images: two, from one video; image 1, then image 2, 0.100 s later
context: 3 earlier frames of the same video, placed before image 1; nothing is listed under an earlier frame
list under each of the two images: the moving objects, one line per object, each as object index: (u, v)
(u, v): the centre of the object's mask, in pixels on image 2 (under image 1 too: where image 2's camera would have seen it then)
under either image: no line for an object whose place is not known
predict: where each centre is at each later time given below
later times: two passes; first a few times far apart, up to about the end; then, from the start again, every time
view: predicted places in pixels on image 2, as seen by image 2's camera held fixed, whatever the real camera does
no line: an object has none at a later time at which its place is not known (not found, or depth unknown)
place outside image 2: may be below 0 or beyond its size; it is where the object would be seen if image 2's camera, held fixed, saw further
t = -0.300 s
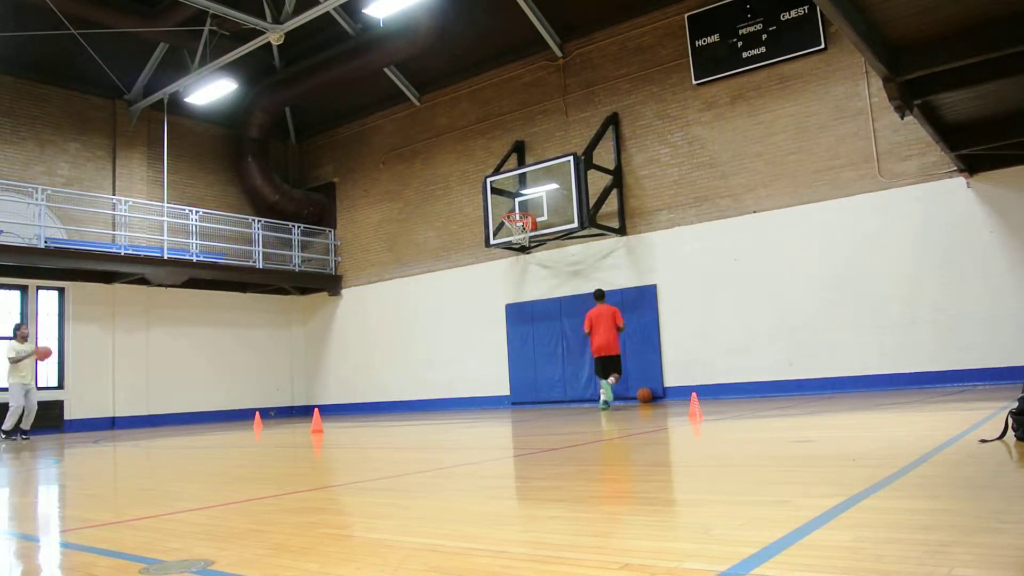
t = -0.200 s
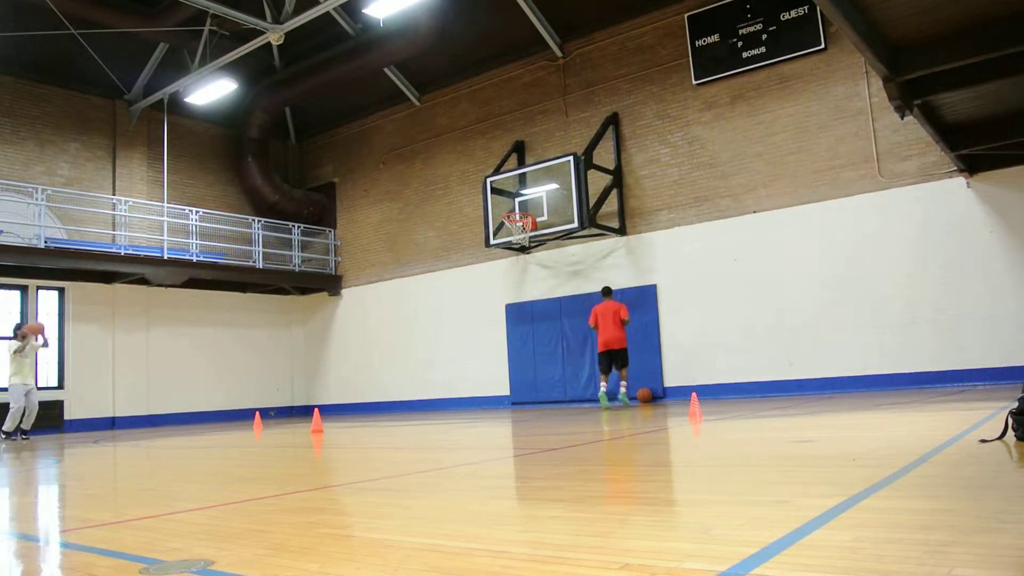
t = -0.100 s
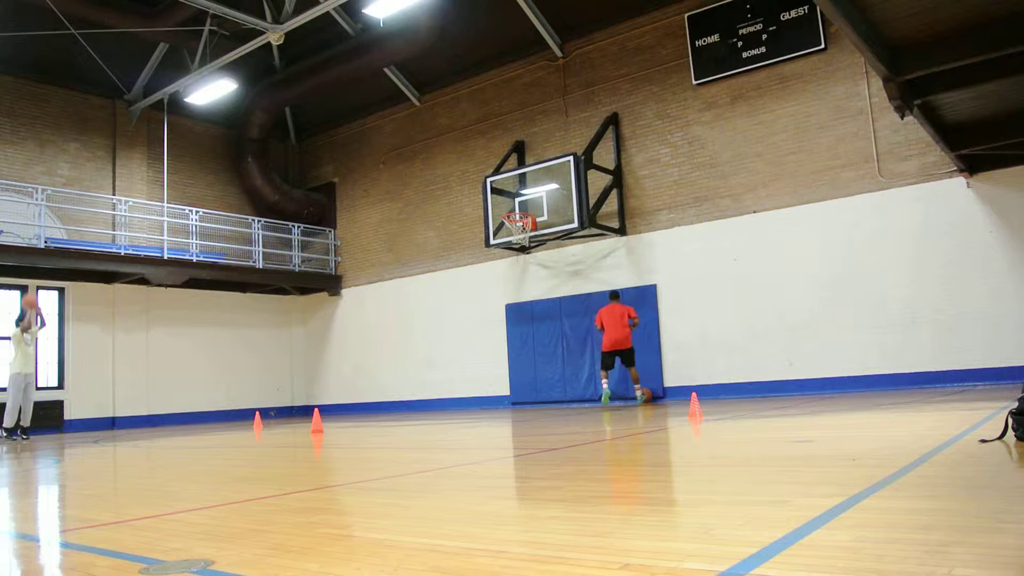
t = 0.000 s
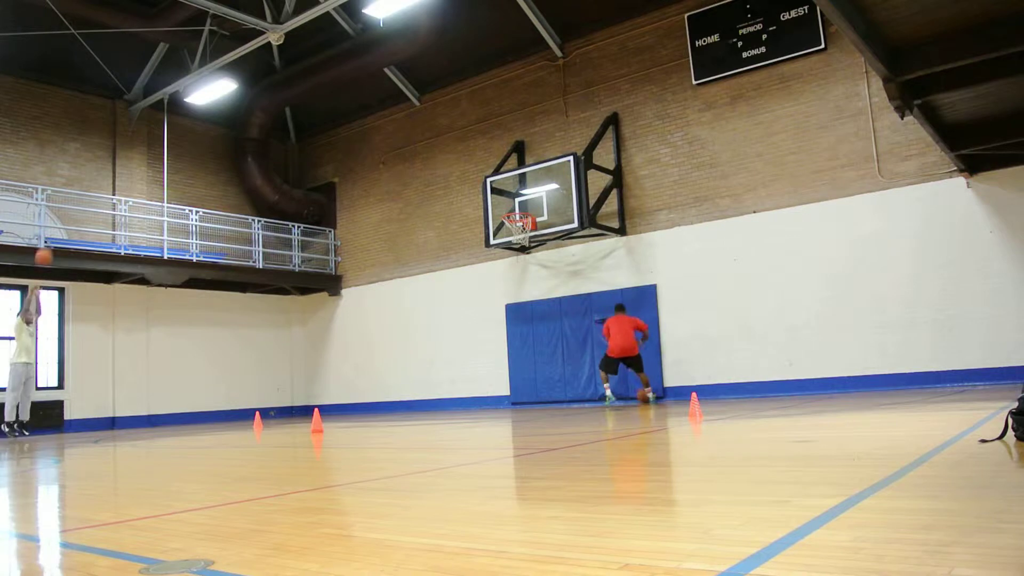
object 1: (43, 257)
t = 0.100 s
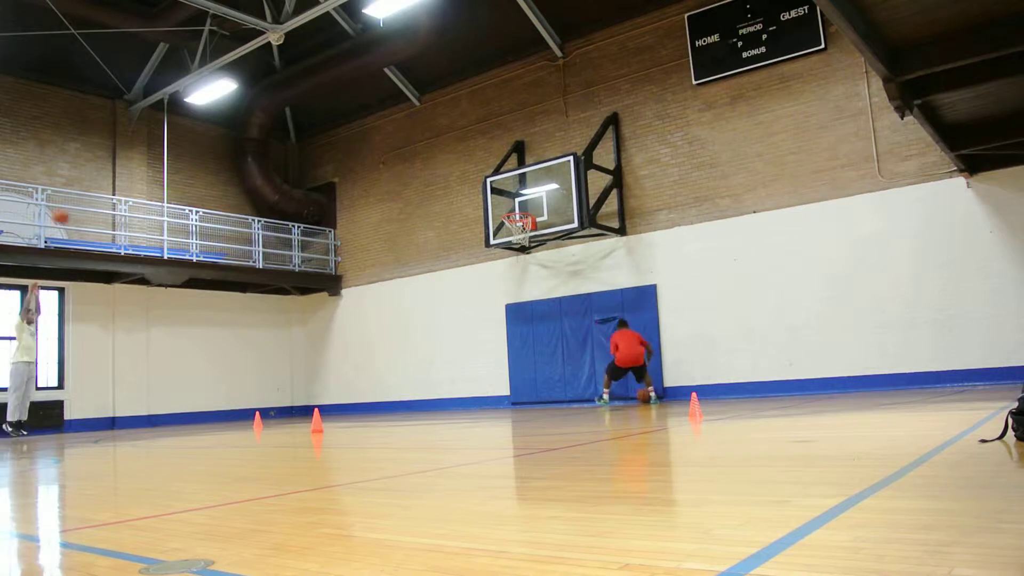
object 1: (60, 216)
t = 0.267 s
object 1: (88, 163)
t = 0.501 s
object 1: (126, 119)
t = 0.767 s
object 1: (167, 107)
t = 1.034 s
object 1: (209, 137)
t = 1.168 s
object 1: (231, 169)
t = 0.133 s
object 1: (66, 204)
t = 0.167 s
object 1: (71, 194)
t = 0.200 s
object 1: (77, 183)
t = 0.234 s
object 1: (83, 174)
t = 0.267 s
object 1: (88, 163)
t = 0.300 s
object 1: (94, 154)
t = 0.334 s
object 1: (99, 146)
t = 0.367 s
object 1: (104, 140)
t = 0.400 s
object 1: (110, 134)
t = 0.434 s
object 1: (115, 128)
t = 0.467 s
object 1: (120, 123)
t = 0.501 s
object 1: (126, 119)
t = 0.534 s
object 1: (130, 115)
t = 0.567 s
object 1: (136, 112)
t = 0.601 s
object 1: (141, 110)
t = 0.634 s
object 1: (146, 108)
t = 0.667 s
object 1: (152, 107)
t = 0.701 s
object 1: (157, 107)
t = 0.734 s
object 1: (162, 106)
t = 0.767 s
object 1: (167, 107)
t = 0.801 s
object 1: (172, 109)
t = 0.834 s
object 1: (178, 111)
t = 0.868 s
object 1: (183, 113)
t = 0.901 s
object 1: (188, 117)
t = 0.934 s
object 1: (194, 121)
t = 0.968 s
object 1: (199, 126)
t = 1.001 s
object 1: (204, 131)
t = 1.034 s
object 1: (209, 137)
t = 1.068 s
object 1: (214, 144)
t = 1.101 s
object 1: (220, 152)
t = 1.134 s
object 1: (225, 160)
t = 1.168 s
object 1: (231, 169)
